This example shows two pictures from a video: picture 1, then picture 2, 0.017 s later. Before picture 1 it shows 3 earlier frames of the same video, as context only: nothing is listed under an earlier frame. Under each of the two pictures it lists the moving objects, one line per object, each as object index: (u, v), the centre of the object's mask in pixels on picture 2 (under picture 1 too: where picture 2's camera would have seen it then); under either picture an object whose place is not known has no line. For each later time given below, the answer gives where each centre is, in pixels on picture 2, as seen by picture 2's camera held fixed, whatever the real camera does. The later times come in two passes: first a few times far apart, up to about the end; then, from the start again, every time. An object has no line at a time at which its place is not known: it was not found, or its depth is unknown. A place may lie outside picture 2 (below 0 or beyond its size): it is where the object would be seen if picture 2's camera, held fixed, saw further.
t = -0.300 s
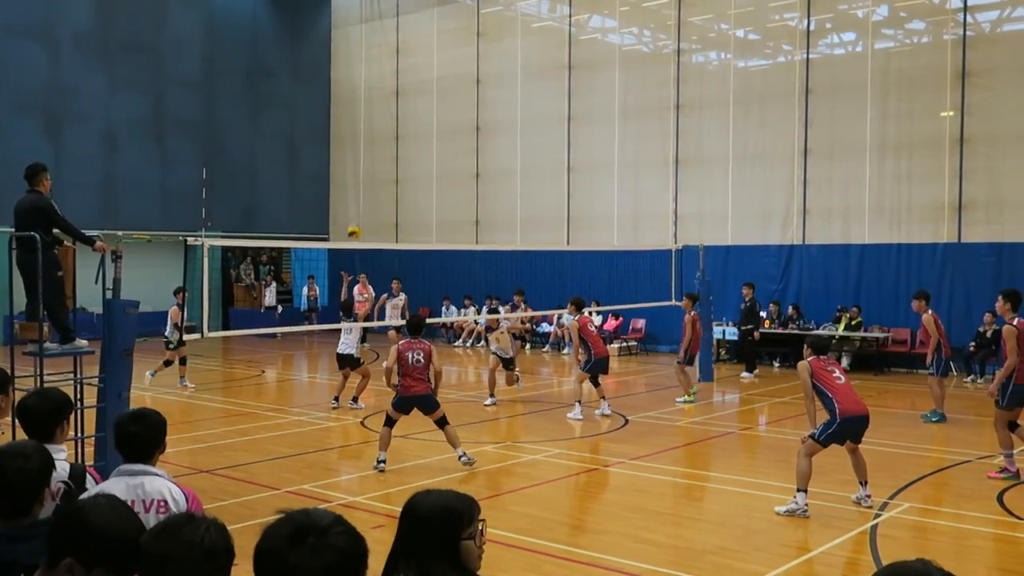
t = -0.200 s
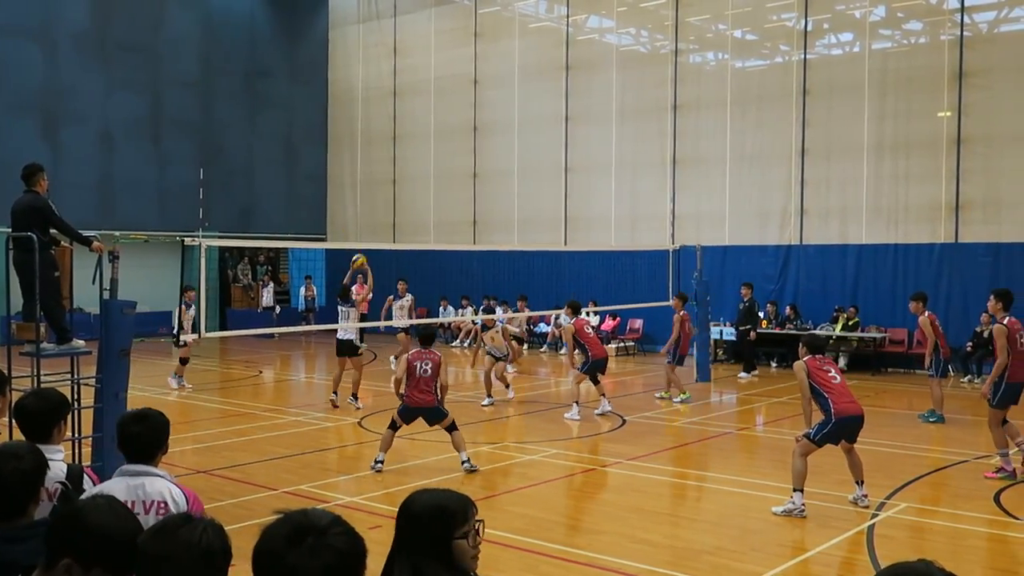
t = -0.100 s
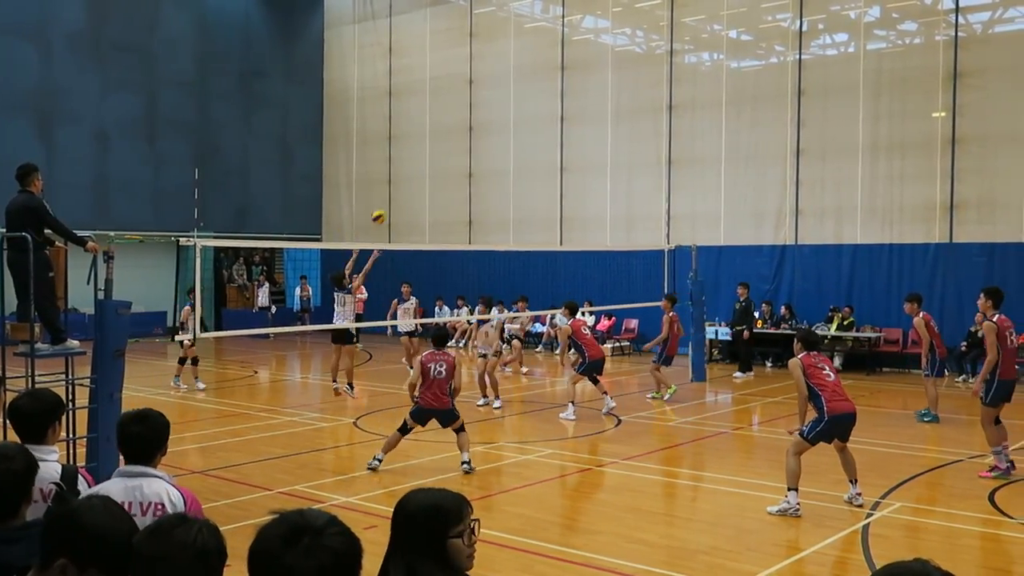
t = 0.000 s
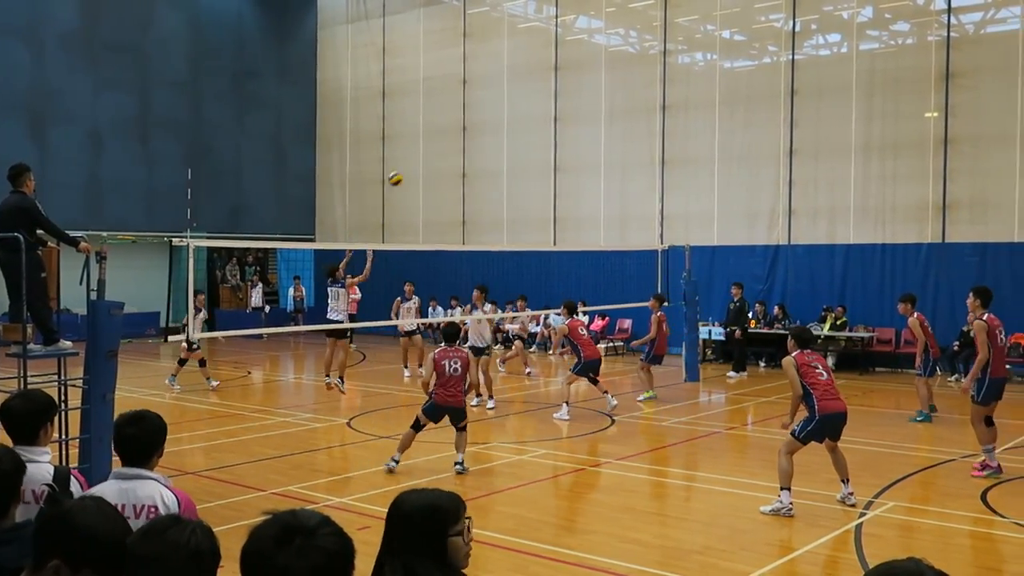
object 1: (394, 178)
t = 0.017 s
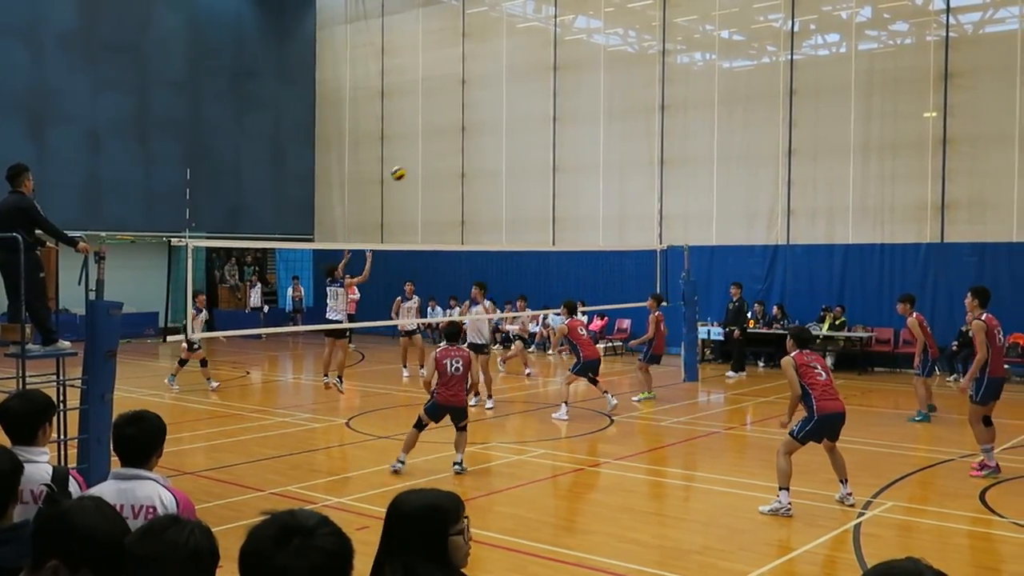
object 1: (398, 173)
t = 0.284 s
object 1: (453, 112)
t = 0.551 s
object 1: (505, 101)
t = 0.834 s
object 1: (554, 136)
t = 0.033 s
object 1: (401, 168)
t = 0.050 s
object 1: (405, 163)
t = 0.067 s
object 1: (409, 158)
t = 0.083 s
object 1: (412, 153)
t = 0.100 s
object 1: (416, 149)
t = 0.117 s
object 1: (419, 145)
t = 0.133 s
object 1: (423, 141)
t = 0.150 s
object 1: (426, 136)
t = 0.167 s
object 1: (430, 133)
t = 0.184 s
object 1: (433, 128)
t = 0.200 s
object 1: (436, 125)
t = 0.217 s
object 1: (440, 122)
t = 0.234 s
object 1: (443, 120)
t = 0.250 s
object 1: (446, 117)
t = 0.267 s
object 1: (450, 115)
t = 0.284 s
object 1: (453, 112)
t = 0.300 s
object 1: (457, 111)
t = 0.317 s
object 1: (460, 109)
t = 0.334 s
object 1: (464, 107)
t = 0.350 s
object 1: (467, 105)
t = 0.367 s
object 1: (470, 104)
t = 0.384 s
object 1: (473, 103)
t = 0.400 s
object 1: (477, 102)
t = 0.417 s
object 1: (480, 101)
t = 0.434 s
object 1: (483, 100)
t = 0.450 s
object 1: (486, 100)
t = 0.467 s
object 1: (489, 100)
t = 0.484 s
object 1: (492, 100)
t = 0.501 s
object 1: (495, 100)
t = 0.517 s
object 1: (498, 100)
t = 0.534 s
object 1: (501, 100)
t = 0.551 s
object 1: (505, 101)
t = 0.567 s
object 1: (508, 102)
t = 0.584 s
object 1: (511, 103)
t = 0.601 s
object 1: (514, 104)
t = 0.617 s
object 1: (517, 105)
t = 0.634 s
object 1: (520, 106)
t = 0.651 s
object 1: (523, 108)
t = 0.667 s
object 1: (526, 110)
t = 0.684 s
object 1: (528, 112)
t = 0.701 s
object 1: (531, 114)
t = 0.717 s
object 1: (534, 116)
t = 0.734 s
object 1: (537, 118)
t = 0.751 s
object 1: (540, 121)
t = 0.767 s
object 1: (543, 123)
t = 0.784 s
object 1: (545, 126)
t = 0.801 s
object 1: (548, 129)
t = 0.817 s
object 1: (551, 133)
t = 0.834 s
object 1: (554, 136)
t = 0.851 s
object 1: (557, 139)
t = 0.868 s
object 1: (560, 143)
